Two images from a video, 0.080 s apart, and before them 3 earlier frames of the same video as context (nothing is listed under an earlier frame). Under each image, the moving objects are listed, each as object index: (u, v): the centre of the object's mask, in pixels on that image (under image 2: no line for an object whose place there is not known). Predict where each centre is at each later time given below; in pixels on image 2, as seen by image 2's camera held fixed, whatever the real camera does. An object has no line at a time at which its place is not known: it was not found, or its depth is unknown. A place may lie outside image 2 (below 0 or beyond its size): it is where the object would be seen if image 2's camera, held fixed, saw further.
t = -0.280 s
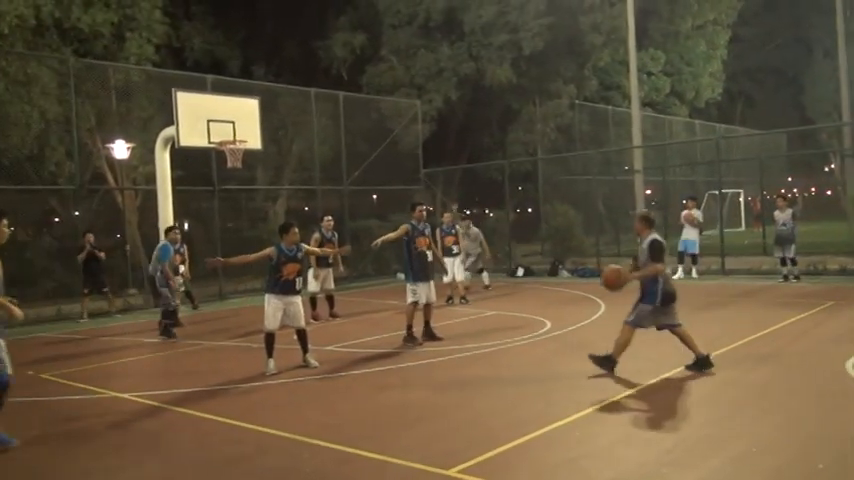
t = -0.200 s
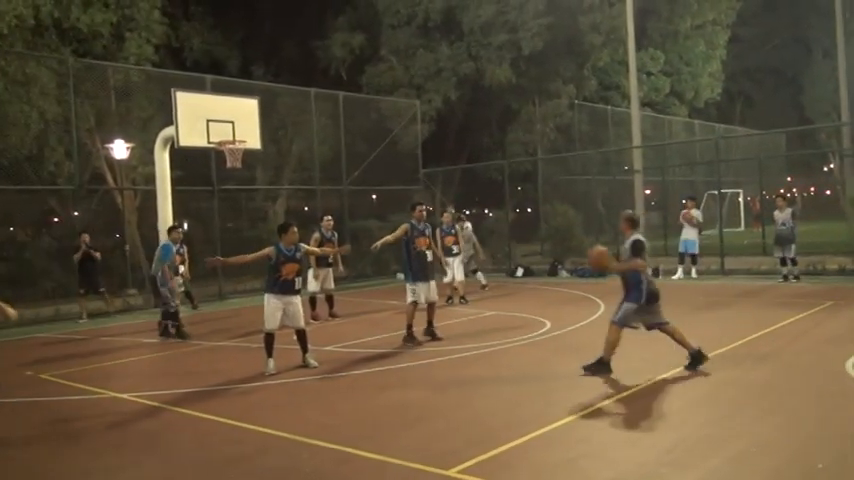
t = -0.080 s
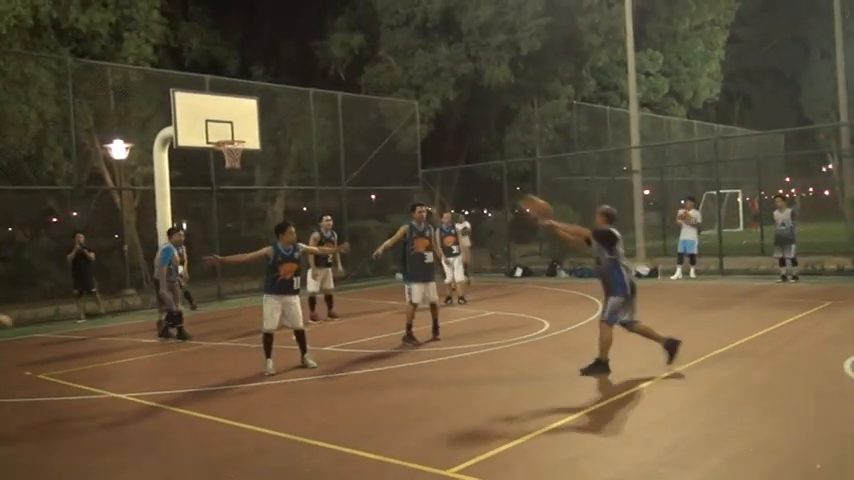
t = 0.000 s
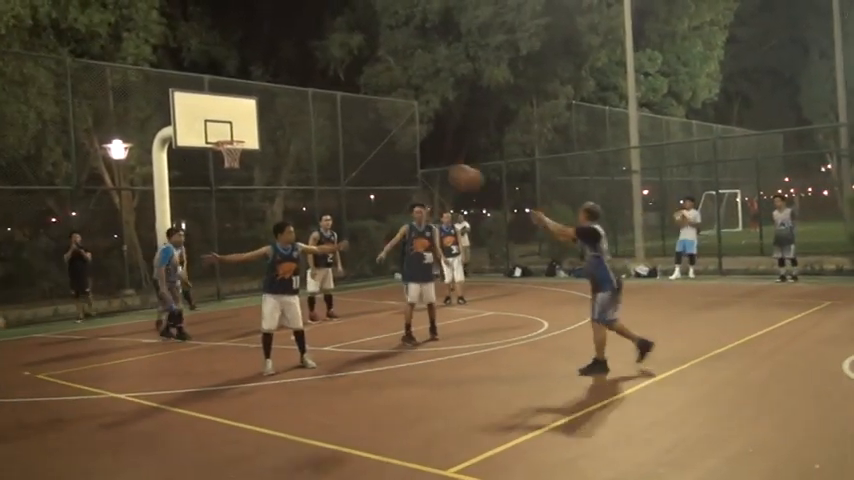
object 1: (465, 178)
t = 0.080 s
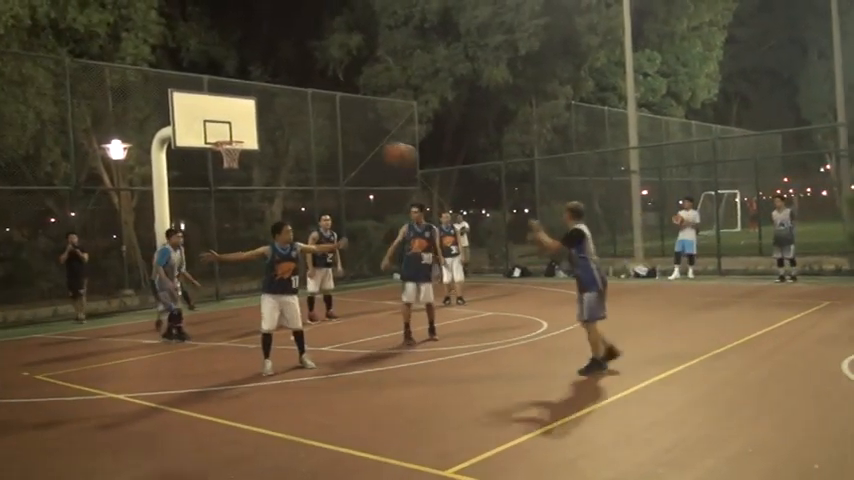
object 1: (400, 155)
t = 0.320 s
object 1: (220, 122)
